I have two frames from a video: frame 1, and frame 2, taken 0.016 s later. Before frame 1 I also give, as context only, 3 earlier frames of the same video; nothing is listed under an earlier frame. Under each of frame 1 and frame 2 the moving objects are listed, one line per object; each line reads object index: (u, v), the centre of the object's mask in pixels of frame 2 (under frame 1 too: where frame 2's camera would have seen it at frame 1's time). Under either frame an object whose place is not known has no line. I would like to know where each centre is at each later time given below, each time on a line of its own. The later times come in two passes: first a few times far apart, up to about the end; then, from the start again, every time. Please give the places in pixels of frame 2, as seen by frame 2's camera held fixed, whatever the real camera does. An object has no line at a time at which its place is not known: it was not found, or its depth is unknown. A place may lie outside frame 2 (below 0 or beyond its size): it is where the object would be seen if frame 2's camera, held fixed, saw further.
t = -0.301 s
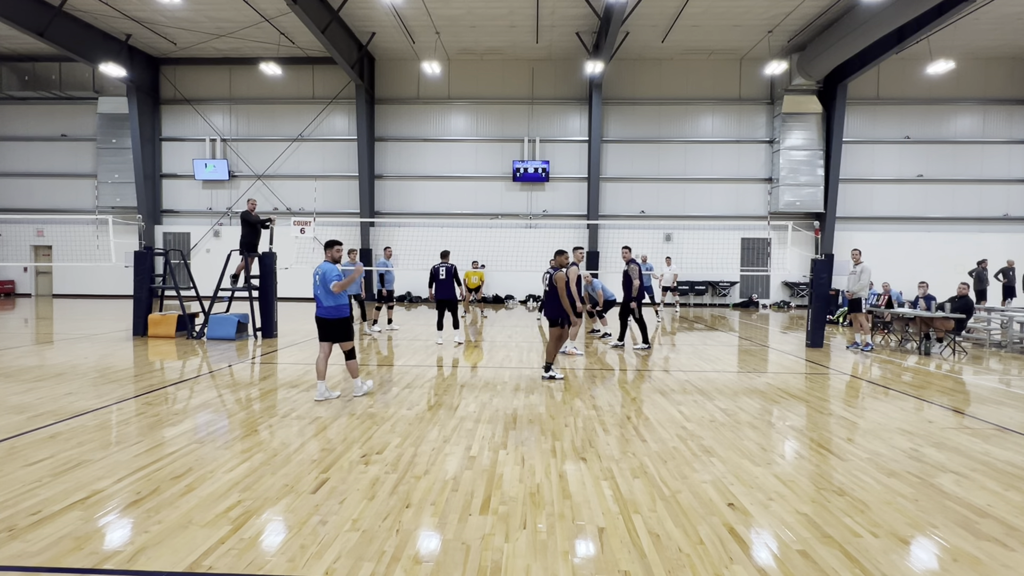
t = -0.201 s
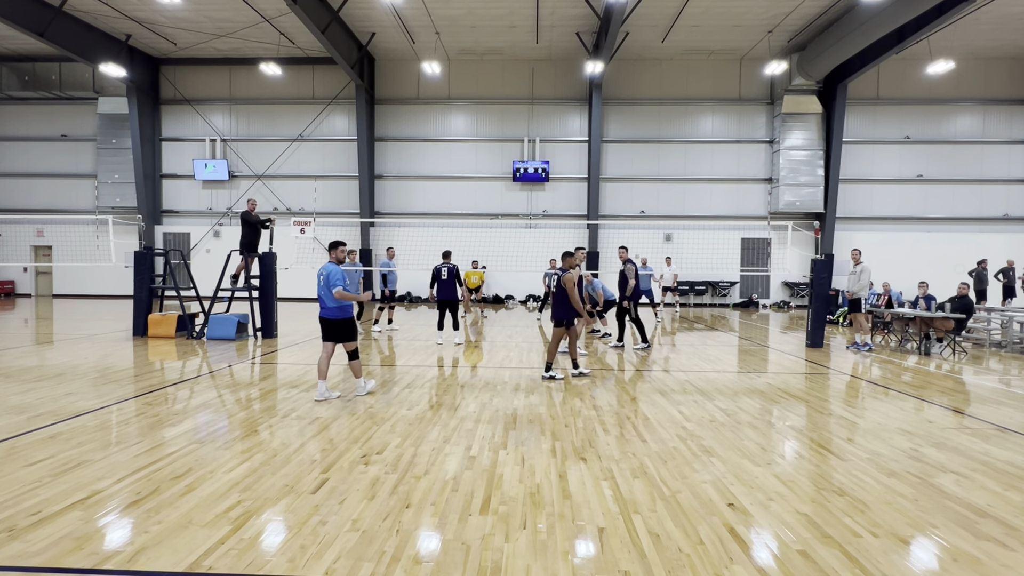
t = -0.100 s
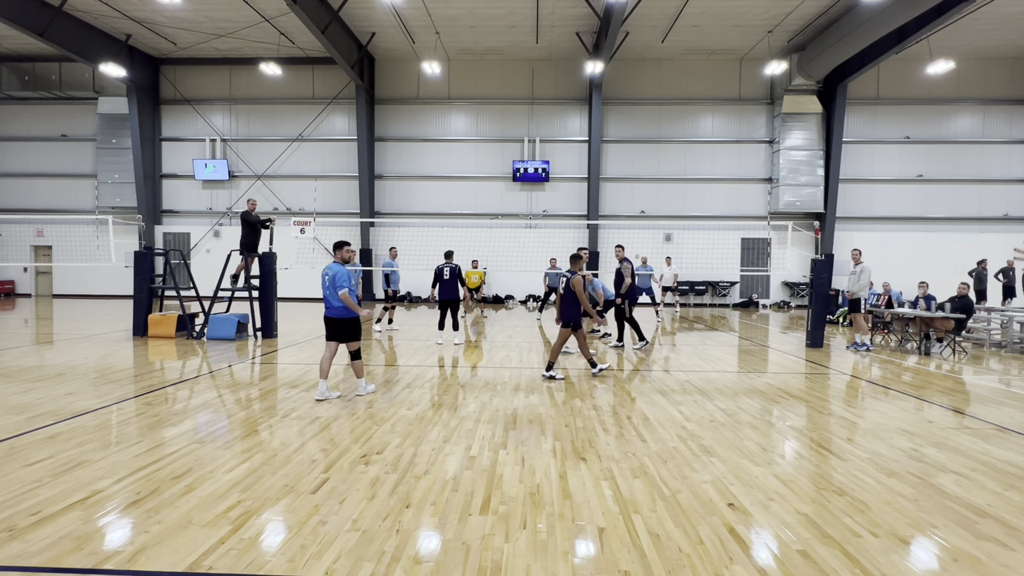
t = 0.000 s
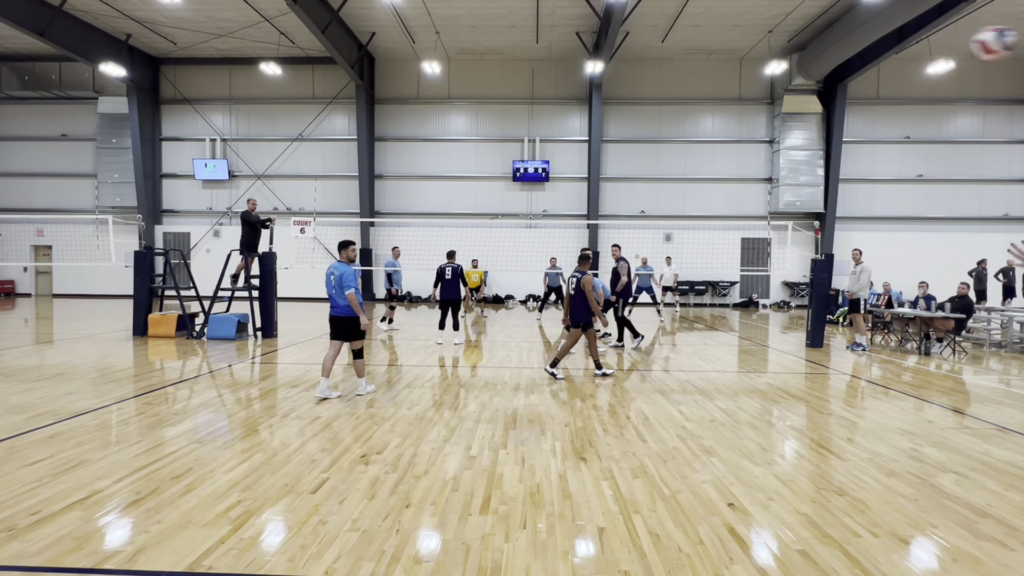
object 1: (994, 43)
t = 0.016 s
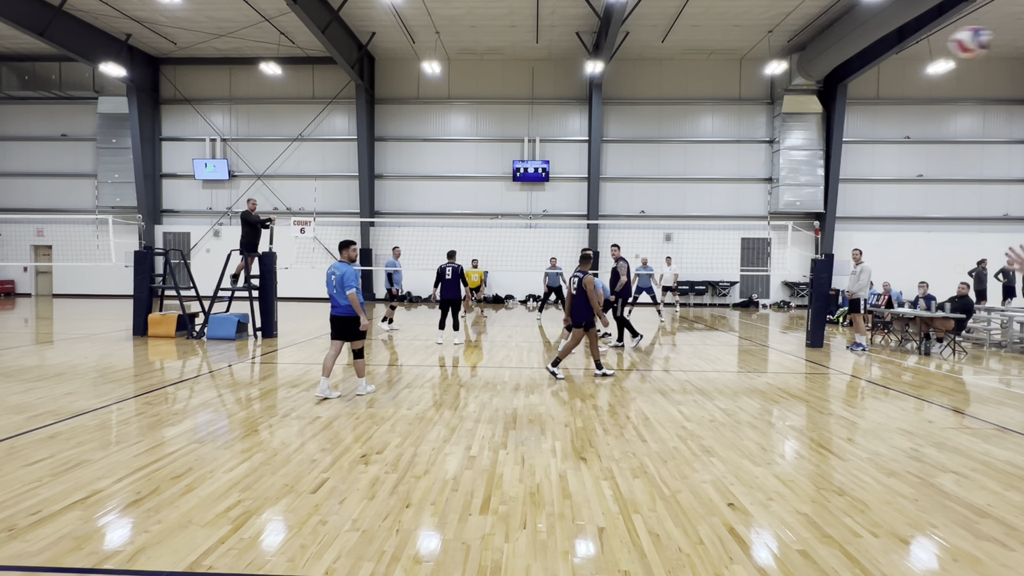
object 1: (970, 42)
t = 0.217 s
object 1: (803, 55)
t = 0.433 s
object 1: (729, 90)
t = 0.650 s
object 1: (693, 134)
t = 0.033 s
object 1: (949, 42)
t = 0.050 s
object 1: (930, 42)
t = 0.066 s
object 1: (912, 42)
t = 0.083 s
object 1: (896, 43)
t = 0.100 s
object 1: (881, 44)
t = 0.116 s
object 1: (867, 45)
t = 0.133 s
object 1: (855, 46)
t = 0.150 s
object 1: (843, 47)
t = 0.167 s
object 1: (832, 49)
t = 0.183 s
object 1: (822, 51)
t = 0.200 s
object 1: (812, 53)
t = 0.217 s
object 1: (803, 55)
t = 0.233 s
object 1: (796, 57)
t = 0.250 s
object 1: (789, 59)
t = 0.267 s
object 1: (782, 61)
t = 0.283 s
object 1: (775, 65)
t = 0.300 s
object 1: (767, 67)
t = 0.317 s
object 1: (761, 70)
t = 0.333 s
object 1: (756, 72)
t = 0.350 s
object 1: (751, 75)
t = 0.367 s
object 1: (746, 78)
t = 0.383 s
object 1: (742, 81)
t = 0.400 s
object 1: (737, 84)
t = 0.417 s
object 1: (733, 87)
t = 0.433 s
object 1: (729, 90)
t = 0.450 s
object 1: (726, 93)
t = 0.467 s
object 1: (722, 96)
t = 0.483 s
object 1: (719, 99)
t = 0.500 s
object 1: (716, 103)
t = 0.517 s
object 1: (713, 106)
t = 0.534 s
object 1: (710, 109)
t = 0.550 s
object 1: (707, 113)
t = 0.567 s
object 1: (705, 116)
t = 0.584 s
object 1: (702, 120)
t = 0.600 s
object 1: (699, 123)
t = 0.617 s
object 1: (697, 127)
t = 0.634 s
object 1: (695, 131)
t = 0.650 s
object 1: (693, 134)
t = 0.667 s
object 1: (691, 138)
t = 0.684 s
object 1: (689, 142)
